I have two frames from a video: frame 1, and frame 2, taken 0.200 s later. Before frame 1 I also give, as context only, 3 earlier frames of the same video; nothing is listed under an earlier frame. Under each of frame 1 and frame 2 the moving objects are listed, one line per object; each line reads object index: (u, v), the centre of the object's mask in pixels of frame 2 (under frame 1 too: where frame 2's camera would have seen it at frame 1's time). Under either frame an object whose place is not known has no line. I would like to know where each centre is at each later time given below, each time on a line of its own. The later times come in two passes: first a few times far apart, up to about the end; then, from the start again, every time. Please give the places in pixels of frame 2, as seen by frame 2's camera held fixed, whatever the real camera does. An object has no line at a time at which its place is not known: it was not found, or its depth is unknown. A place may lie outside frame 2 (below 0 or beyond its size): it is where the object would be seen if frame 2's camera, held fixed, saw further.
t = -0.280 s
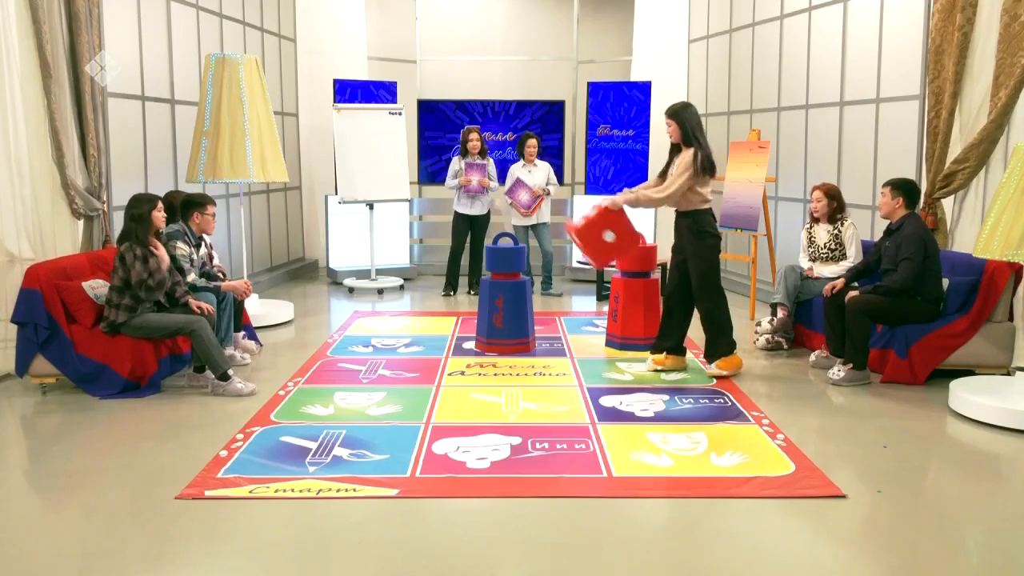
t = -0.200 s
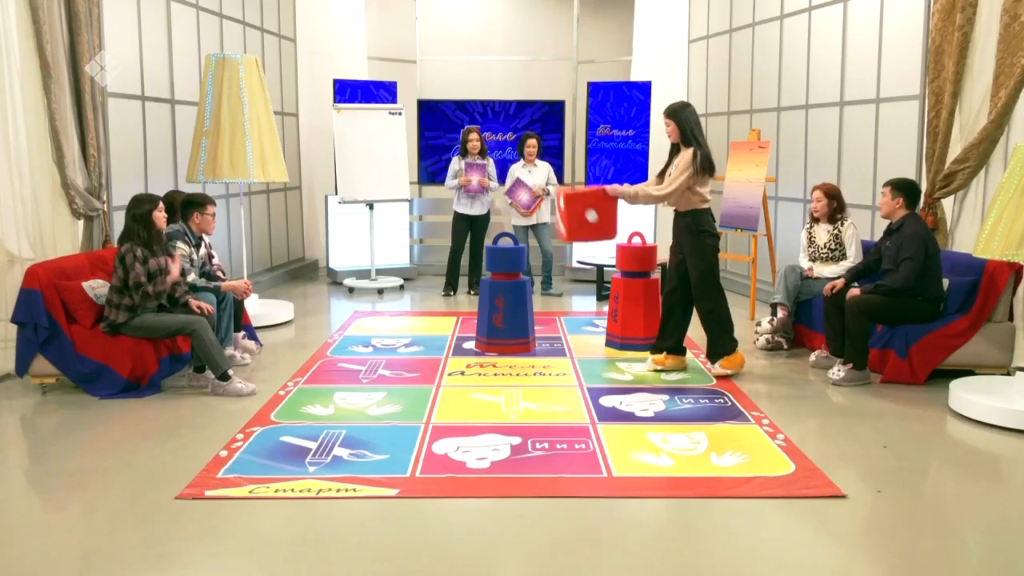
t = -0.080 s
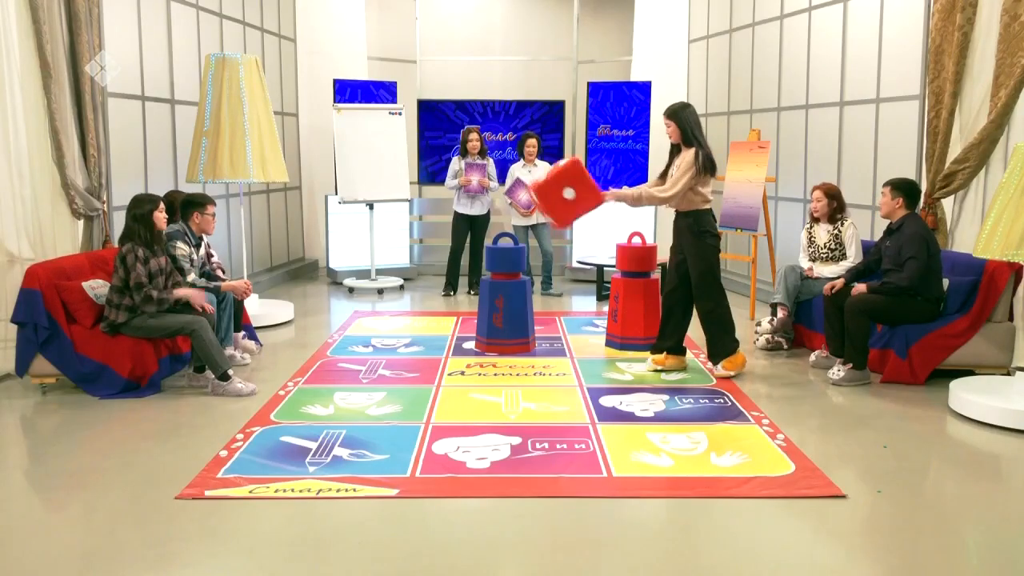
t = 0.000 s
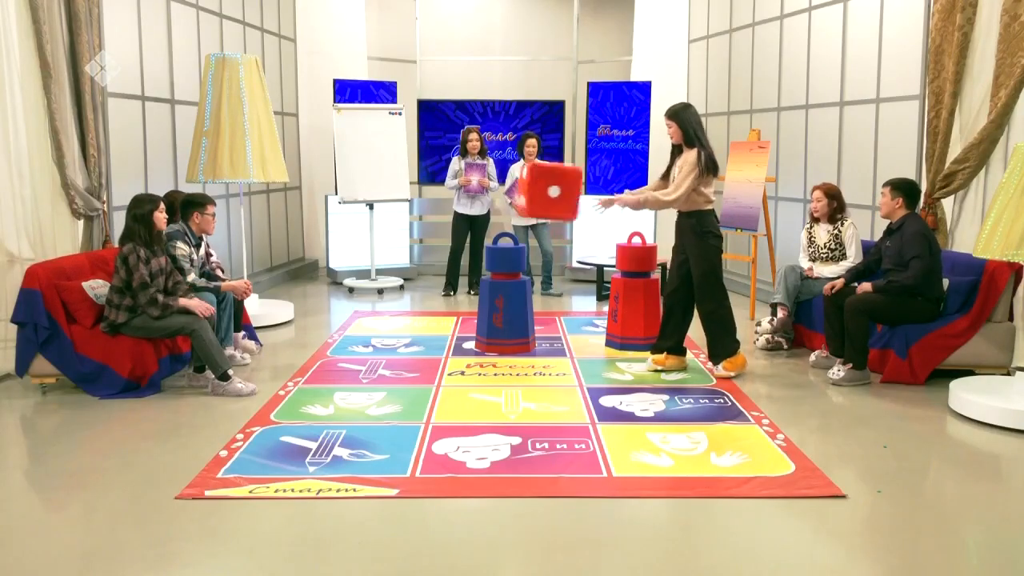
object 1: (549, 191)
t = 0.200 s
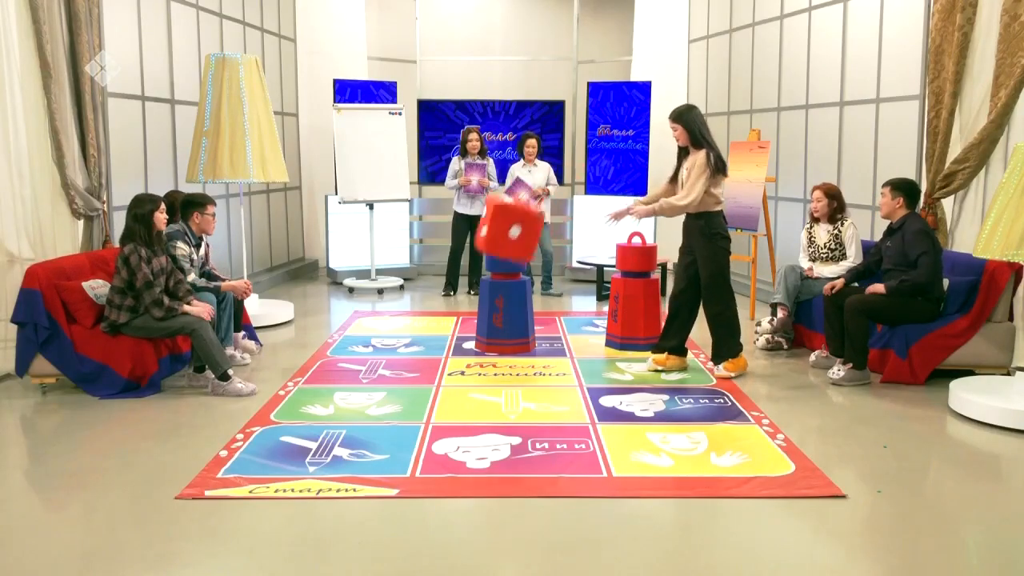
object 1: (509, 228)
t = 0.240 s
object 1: (502, 242)
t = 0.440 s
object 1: (465, 345)
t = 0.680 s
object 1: (435, 310)
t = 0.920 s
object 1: (406, 344)
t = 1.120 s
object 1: (395, 335)
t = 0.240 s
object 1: (502, 242)
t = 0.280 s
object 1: (495, 259)
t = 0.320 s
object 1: (487, 277)
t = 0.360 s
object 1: (480, 297)
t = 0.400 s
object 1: (473, 319)
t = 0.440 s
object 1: (465, 345)
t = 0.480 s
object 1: (461, 345)
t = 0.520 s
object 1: (456, 332)
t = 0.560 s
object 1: (450, 324)
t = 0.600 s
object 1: (444, 317)
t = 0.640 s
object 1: (440, 312)
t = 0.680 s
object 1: (435, 310)
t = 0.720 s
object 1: (431, 310)
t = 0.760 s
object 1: (426, 312)
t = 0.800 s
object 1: (421, 317)
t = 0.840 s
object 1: (416, 323)
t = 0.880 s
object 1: (411, 333)
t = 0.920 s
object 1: (406, 344)
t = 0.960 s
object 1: (403, 343)
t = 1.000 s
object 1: (401, 338)
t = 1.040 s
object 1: (399, 334)
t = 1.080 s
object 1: (397, 334)
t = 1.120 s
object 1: (395, 335)
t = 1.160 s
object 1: (392, 338)
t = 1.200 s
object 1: (390, 343)
